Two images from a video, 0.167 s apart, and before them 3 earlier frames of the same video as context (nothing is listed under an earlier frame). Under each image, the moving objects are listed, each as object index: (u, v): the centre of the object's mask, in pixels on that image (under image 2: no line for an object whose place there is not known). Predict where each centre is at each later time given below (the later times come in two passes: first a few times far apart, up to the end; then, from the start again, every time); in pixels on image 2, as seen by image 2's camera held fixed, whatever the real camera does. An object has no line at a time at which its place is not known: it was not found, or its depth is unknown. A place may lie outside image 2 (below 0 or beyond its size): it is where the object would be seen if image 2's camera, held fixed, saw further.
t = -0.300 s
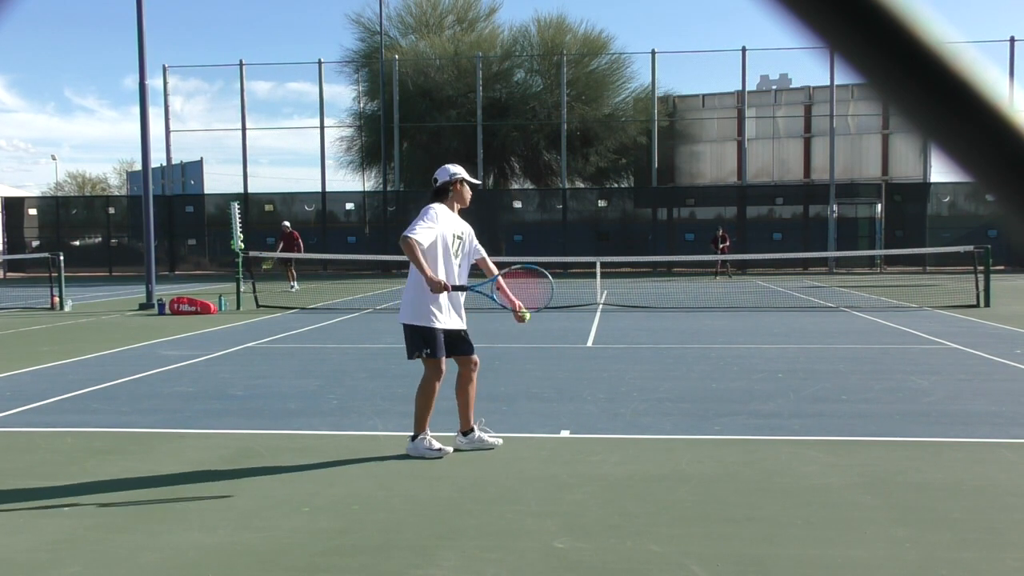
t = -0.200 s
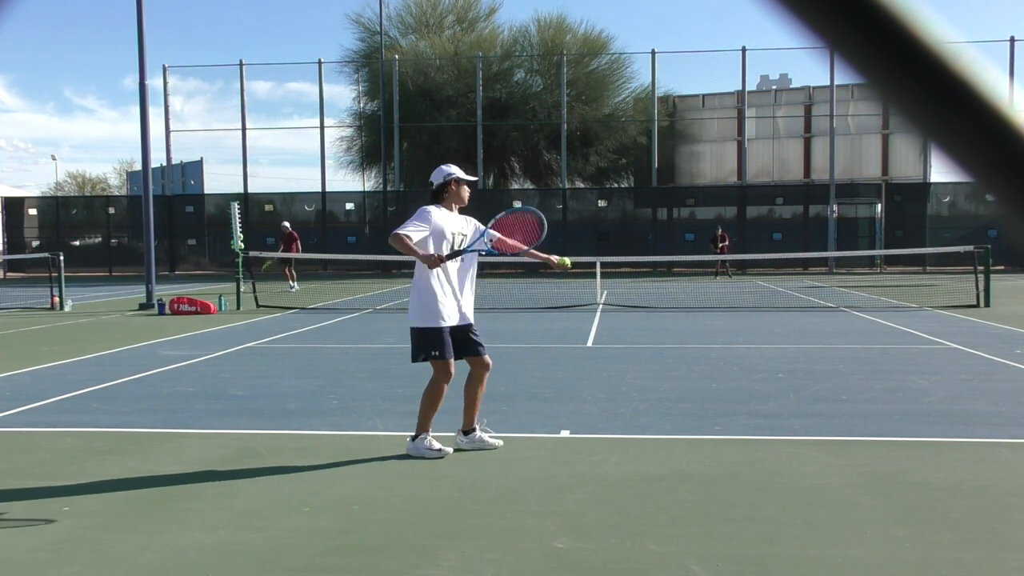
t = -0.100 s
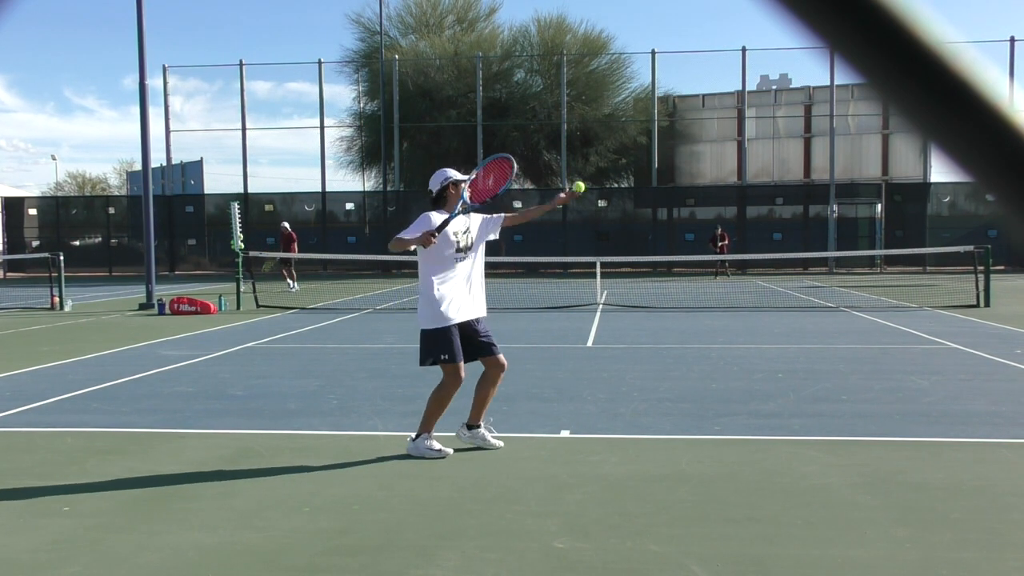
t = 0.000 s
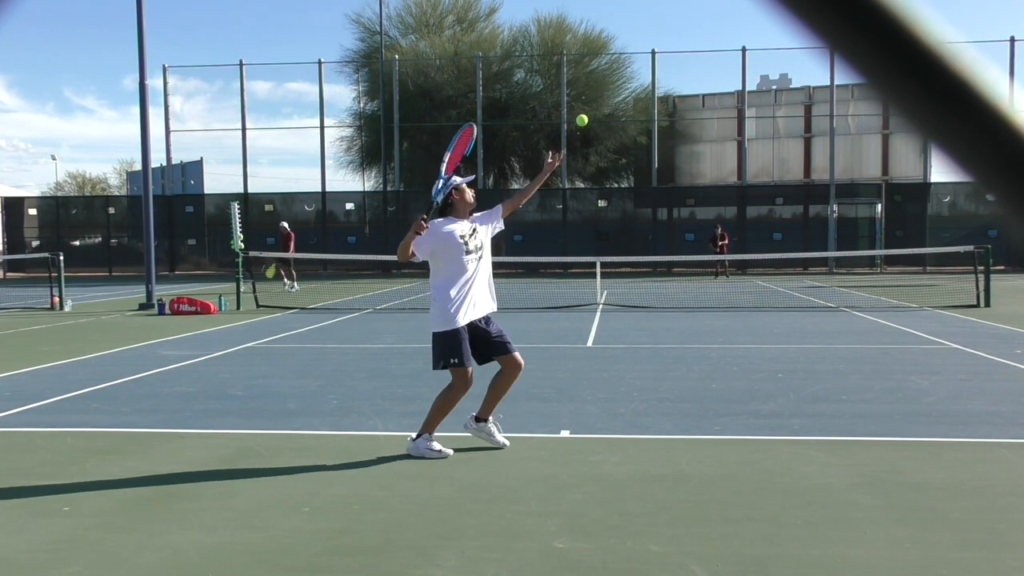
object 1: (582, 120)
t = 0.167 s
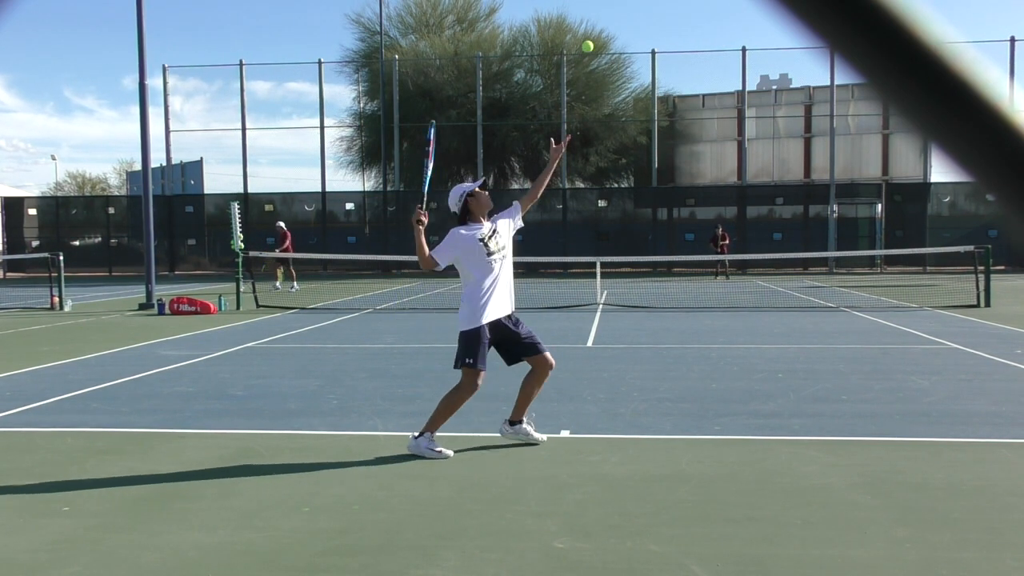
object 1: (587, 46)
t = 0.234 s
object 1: (590, 30)
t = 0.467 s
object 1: (598, 27)
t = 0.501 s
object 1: (600, 34)
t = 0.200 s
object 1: (588, 37)
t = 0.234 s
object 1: (590, 30)
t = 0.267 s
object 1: (591, 25)
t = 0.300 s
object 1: (592, 20)
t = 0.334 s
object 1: (593, 19)
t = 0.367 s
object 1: (594, 18)
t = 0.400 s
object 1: (595, 19)
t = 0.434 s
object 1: (597, 23)
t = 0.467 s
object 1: (598, 27)
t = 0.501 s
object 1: (600, 34)
